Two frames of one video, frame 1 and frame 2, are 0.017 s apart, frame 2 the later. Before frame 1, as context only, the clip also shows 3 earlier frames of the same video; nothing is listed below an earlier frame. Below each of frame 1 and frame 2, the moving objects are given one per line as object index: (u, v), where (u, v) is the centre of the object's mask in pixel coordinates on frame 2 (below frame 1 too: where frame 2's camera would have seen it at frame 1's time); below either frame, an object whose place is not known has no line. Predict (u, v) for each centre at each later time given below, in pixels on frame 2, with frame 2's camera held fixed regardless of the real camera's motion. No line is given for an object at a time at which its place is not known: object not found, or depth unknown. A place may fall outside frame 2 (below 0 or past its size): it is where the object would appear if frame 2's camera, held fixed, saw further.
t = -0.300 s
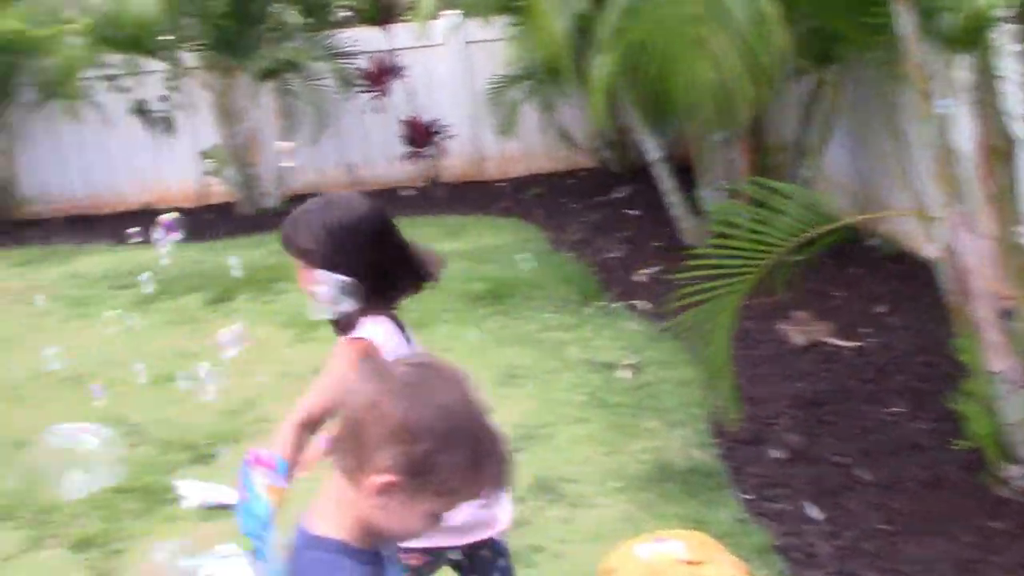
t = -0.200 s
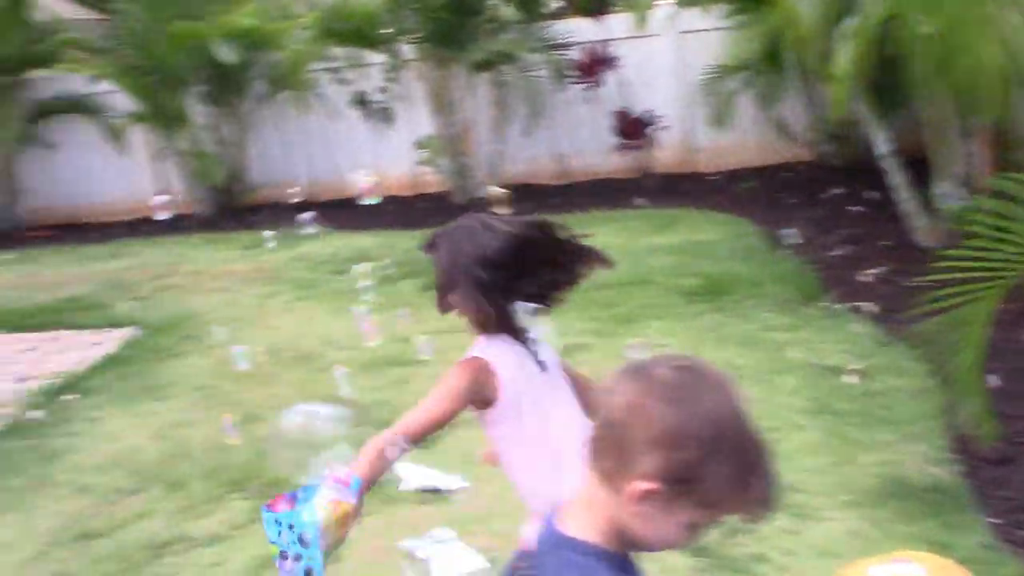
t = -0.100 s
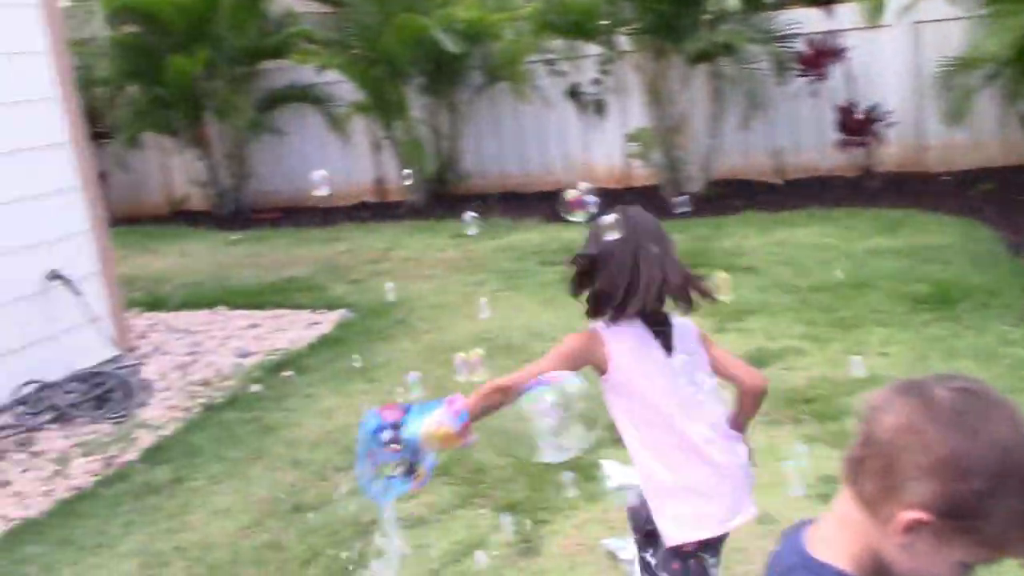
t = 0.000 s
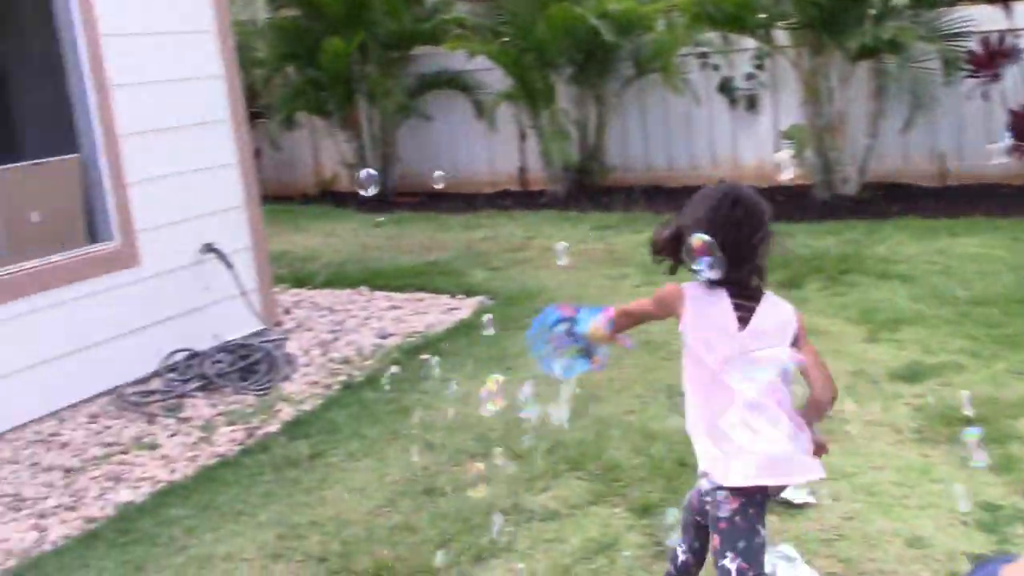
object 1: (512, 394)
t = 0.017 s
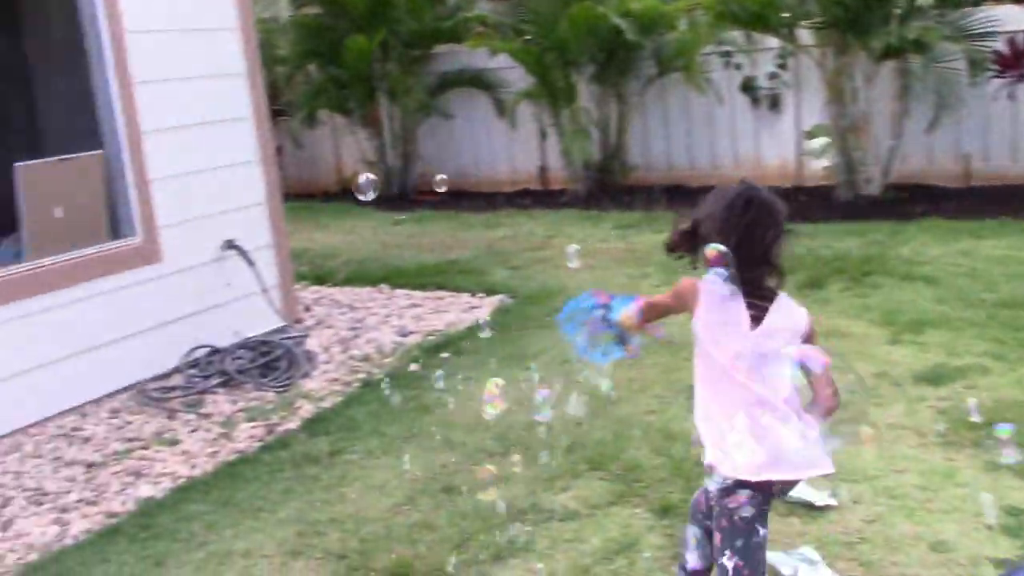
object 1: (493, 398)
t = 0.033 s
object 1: (474, 403)
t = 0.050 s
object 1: (456, 408)
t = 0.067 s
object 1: (437, 412)
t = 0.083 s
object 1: (416, 414)
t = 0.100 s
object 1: (399, 420)
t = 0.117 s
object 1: (381, 425)
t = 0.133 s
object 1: (362, 430)
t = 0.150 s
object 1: (342, 436)
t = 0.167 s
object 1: (323, 443)
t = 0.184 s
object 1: (304, 450)
